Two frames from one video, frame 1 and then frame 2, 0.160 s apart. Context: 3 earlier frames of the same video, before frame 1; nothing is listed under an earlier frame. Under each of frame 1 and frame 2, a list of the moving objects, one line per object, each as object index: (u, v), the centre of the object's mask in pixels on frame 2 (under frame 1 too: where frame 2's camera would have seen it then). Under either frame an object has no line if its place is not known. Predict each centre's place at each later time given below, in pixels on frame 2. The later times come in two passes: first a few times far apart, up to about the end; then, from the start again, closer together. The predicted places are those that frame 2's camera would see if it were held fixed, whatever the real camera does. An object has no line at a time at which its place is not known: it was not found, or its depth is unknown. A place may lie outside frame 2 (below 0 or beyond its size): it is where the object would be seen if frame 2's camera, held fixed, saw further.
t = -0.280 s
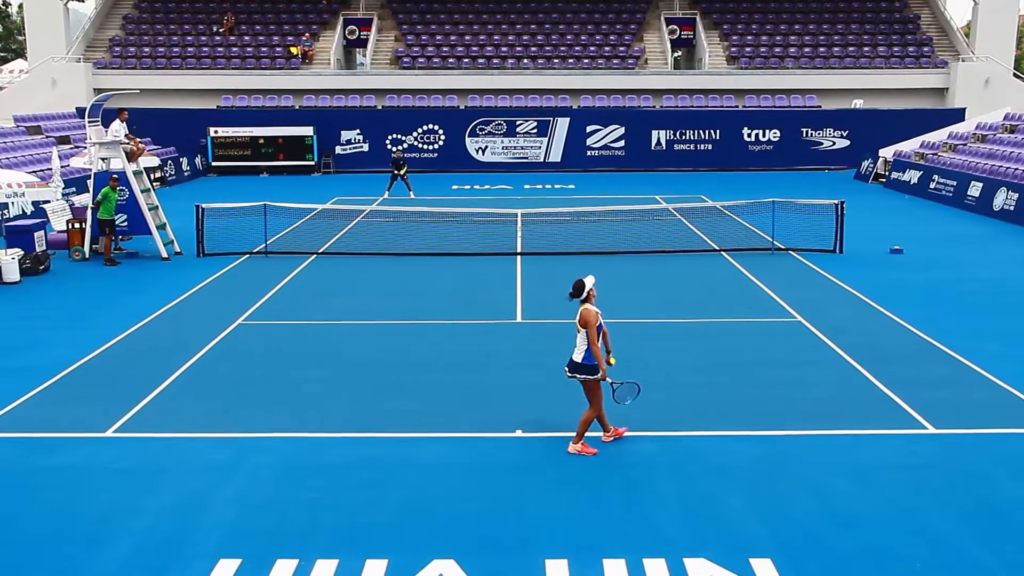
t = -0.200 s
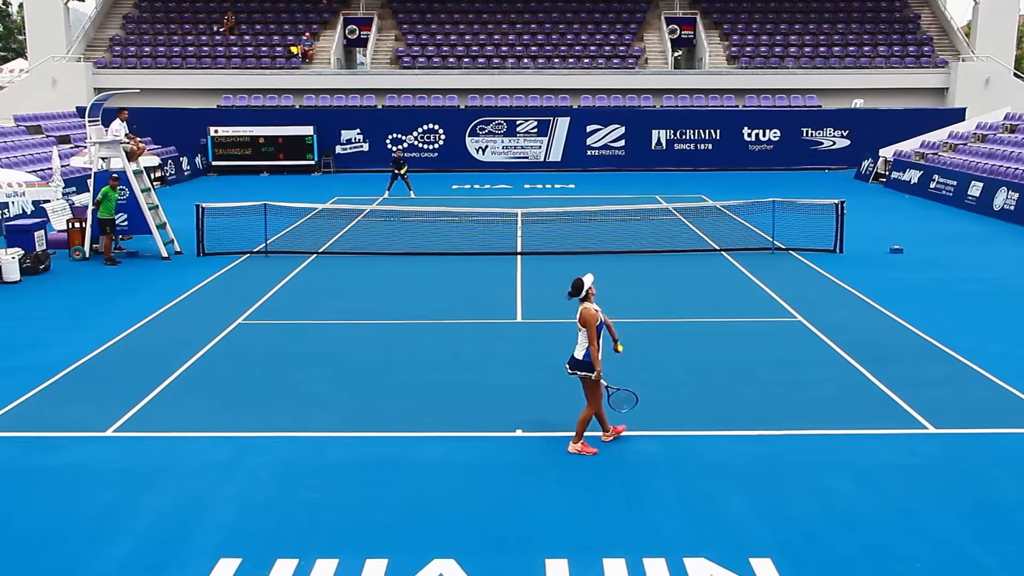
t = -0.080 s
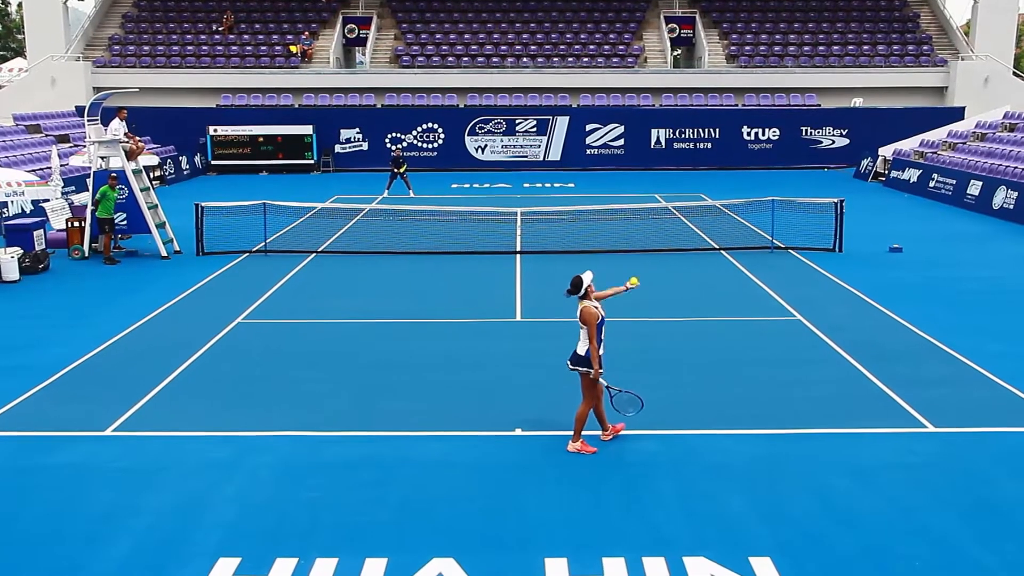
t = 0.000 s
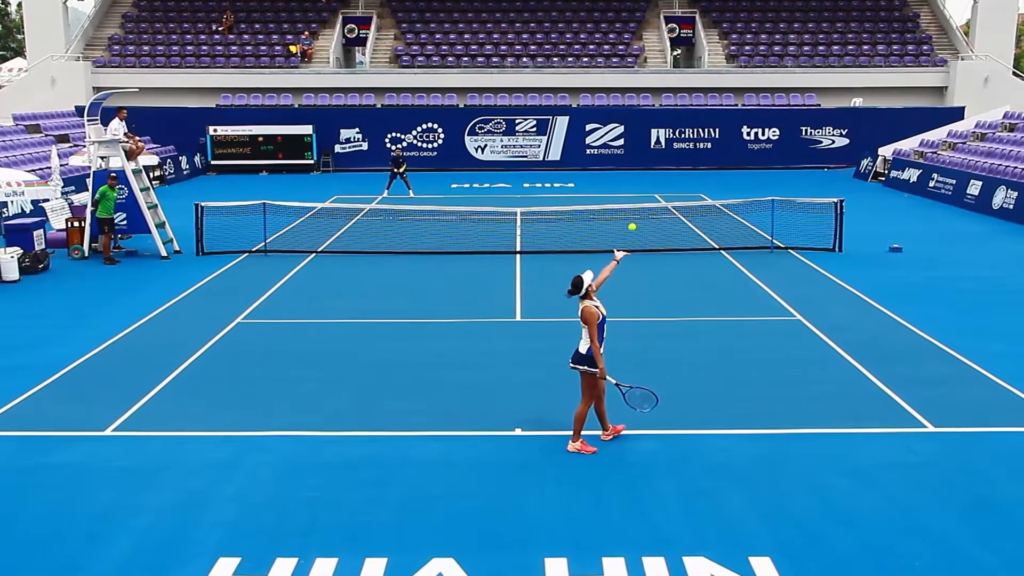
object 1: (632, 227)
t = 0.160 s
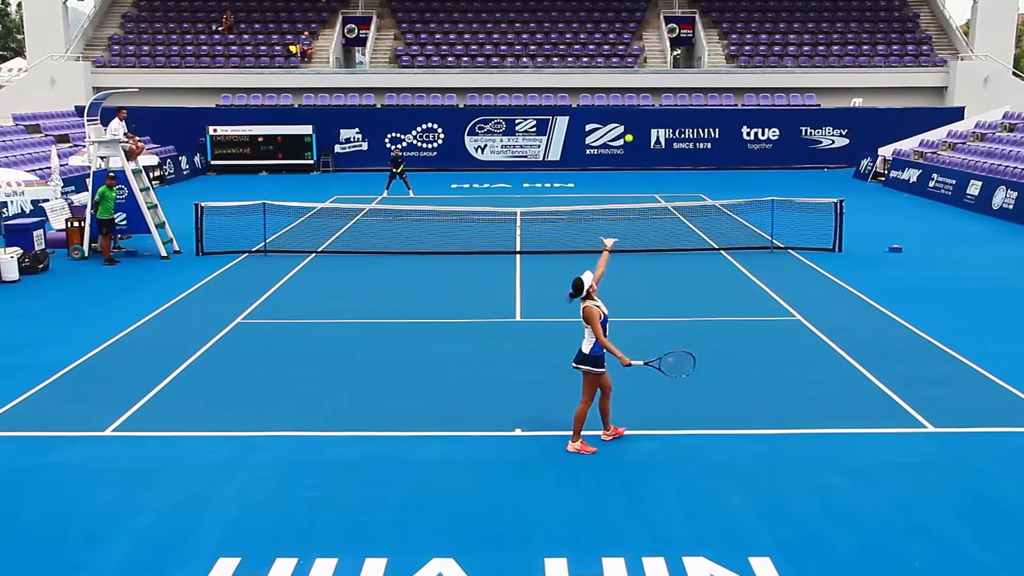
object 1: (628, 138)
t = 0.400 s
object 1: (623, 53)
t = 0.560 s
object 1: (618, 29)
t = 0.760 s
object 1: (612, 38)
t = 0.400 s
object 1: (623, 53)
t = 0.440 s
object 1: (622, 44)
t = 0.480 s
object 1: (621, 38)
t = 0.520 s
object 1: (619, 33)
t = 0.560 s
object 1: (618, 29)
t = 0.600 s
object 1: (617, 28)
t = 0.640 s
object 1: (616, 28)
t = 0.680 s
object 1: (615, 29)
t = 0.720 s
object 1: (613, 33)
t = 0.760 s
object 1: (612, 38)
